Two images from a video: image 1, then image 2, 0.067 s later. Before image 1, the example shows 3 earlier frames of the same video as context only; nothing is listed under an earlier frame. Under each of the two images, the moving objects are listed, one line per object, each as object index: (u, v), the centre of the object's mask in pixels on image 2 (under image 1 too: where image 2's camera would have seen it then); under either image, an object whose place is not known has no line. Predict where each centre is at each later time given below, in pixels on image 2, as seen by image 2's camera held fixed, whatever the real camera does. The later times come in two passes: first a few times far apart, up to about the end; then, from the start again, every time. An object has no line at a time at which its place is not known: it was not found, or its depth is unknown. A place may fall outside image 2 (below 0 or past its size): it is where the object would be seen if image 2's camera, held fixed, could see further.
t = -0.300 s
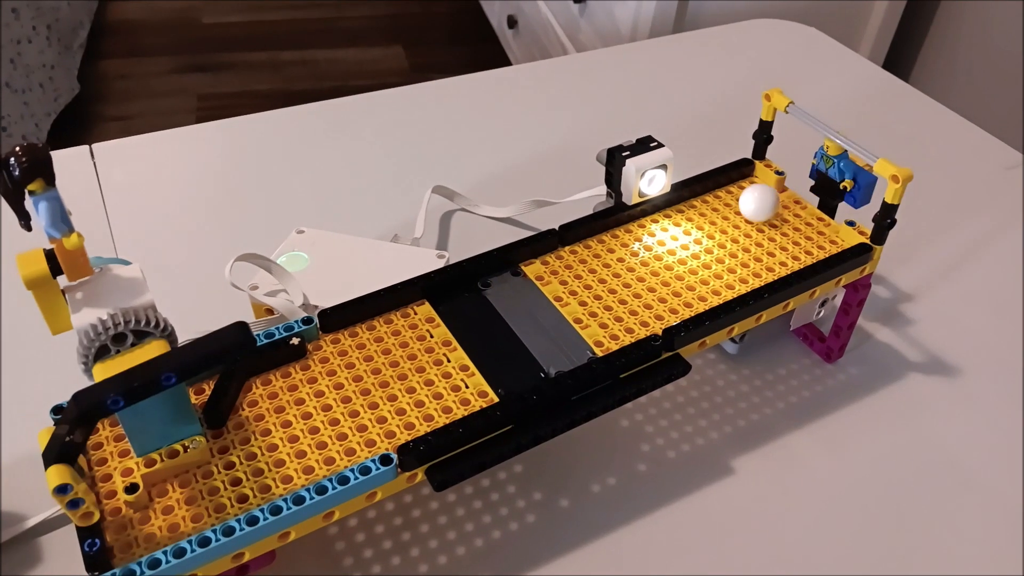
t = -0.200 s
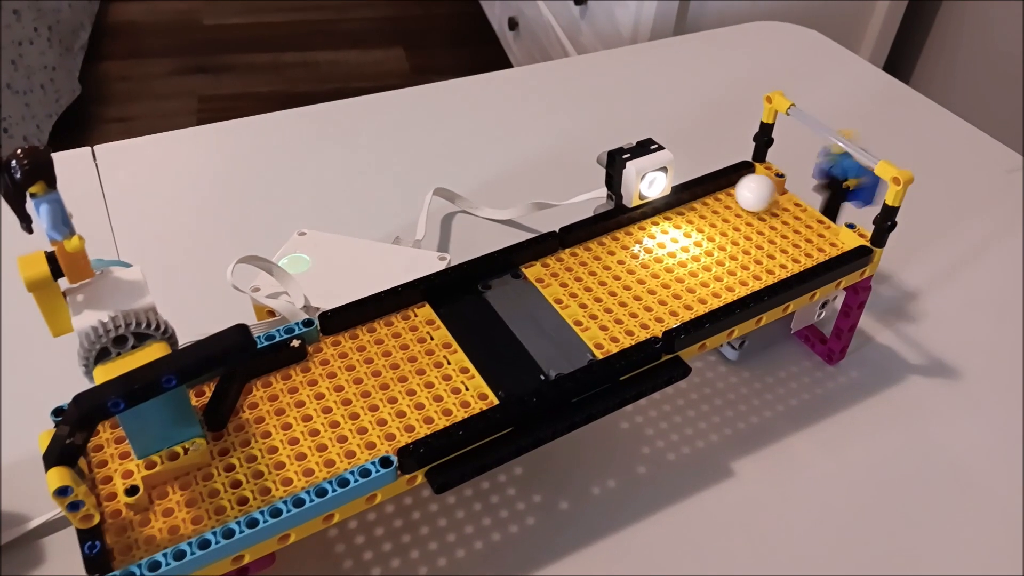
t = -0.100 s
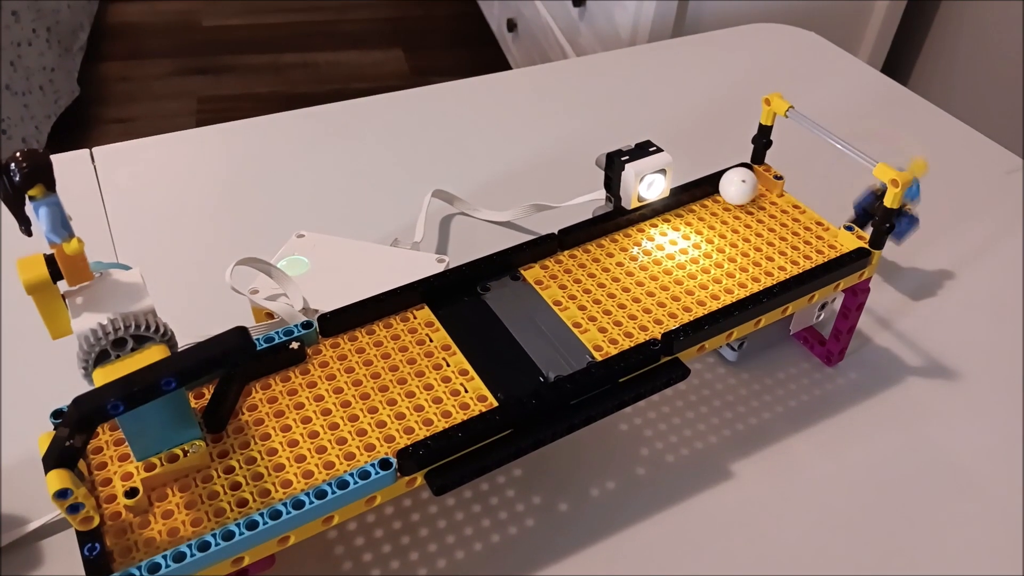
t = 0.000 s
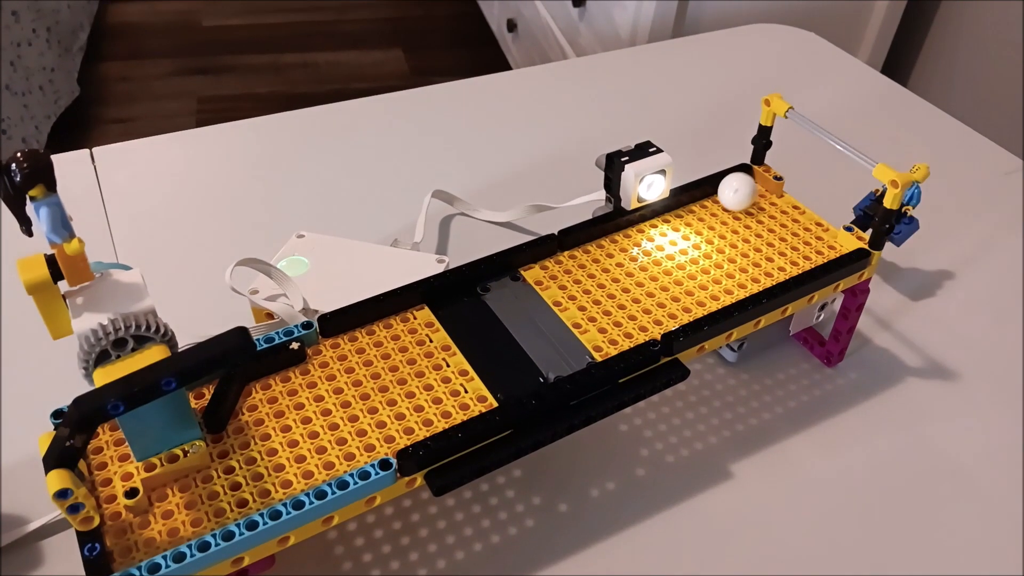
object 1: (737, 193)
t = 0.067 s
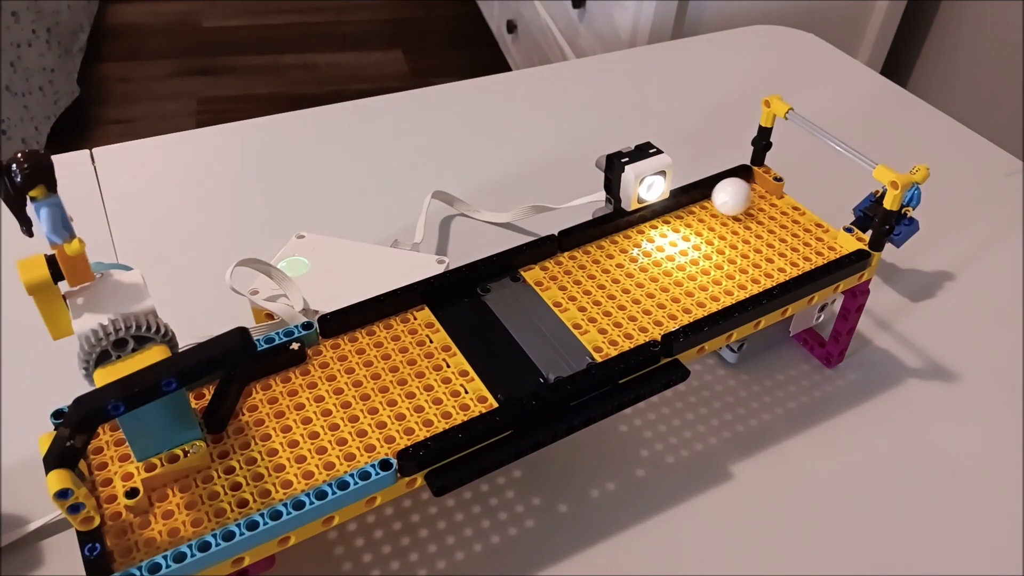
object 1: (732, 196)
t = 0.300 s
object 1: (683, 212)
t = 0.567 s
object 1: (590, 245)
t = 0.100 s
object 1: (726, 198)
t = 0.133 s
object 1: (719, 199)
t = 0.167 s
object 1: (711, 200)
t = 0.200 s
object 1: (703, 201)
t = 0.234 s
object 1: (696, 204)
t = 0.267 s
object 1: (690, 208)
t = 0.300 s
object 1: (683, 212)
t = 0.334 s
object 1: (675, 215)
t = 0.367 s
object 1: (664, 219)
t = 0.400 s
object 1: (652, 222)
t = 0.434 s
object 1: (641, 227)
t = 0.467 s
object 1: (630, 232)
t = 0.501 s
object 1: (617, 238)
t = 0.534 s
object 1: (604, 242)
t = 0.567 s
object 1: (590, 245)
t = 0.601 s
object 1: (575, 249)
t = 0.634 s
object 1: (559, 253)
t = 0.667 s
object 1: (543, 260)
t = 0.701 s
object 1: (526, 266)
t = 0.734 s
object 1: (509, 274)
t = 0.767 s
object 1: (494, 281)
